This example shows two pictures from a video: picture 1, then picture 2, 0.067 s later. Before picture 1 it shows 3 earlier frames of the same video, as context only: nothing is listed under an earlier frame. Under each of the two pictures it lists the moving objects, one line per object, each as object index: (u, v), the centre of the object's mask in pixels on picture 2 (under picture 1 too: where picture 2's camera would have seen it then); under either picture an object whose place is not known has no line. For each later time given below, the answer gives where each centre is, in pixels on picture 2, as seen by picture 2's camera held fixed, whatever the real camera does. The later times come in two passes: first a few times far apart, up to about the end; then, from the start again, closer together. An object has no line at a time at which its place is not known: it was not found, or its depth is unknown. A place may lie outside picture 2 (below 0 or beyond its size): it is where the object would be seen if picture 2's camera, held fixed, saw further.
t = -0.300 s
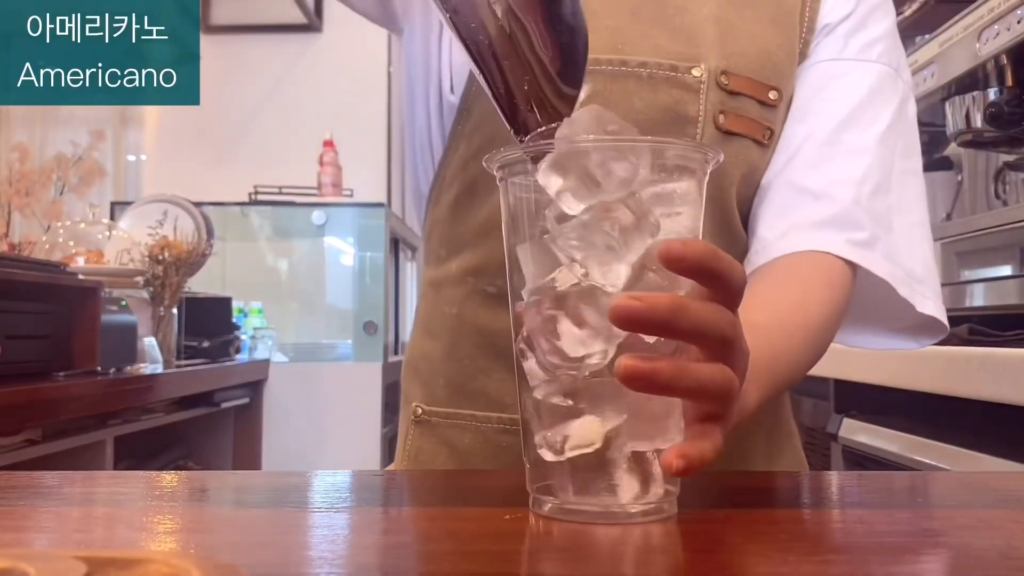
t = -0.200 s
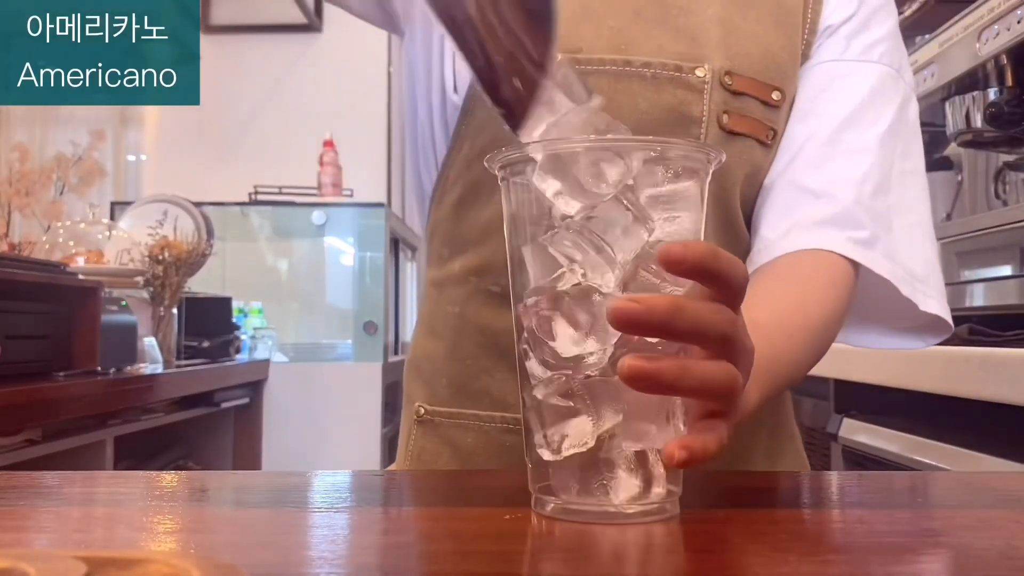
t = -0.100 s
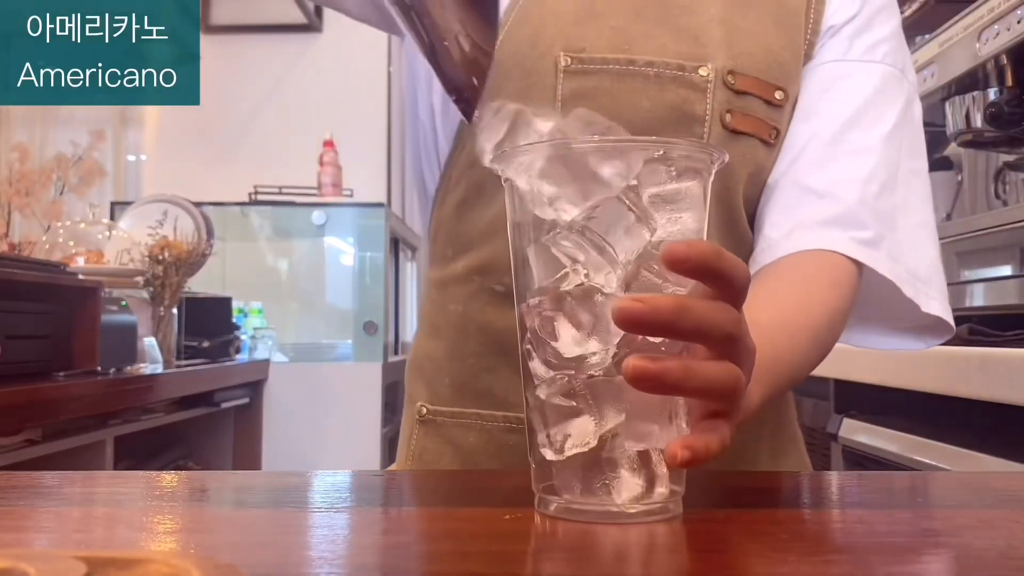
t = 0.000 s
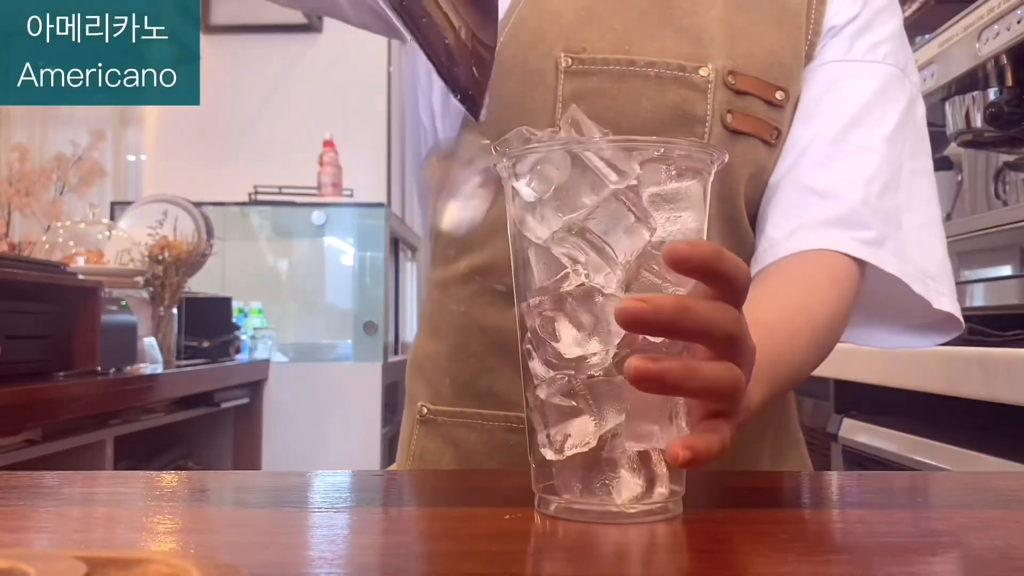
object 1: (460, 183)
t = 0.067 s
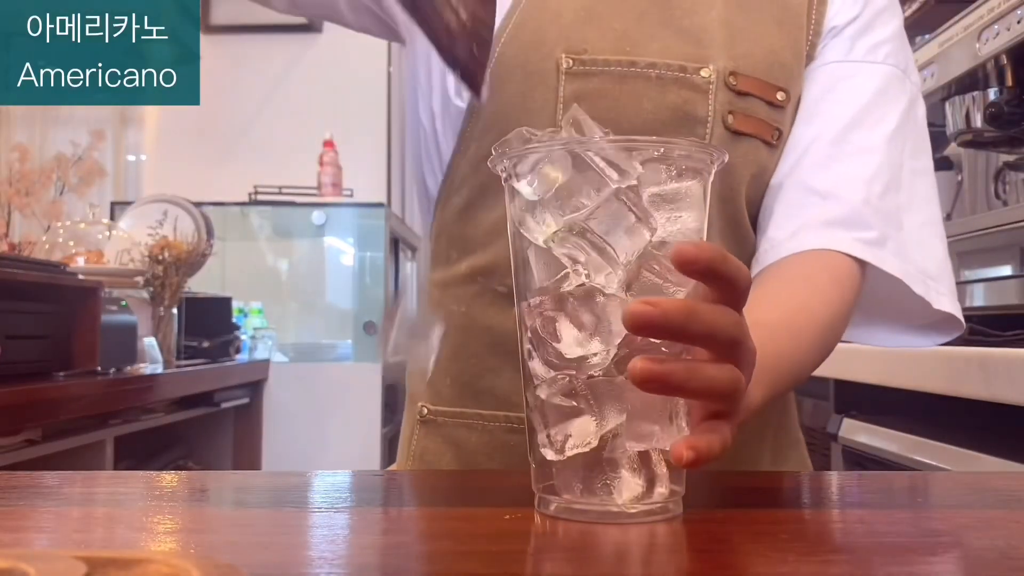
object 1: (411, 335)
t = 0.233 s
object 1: (297, 460)
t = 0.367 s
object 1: (219, 459)
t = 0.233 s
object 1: (297, 460)
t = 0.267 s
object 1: (278, 468)
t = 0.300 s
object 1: (258, 465)
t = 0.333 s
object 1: (237, 461)
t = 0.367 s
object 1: (219, 459)
